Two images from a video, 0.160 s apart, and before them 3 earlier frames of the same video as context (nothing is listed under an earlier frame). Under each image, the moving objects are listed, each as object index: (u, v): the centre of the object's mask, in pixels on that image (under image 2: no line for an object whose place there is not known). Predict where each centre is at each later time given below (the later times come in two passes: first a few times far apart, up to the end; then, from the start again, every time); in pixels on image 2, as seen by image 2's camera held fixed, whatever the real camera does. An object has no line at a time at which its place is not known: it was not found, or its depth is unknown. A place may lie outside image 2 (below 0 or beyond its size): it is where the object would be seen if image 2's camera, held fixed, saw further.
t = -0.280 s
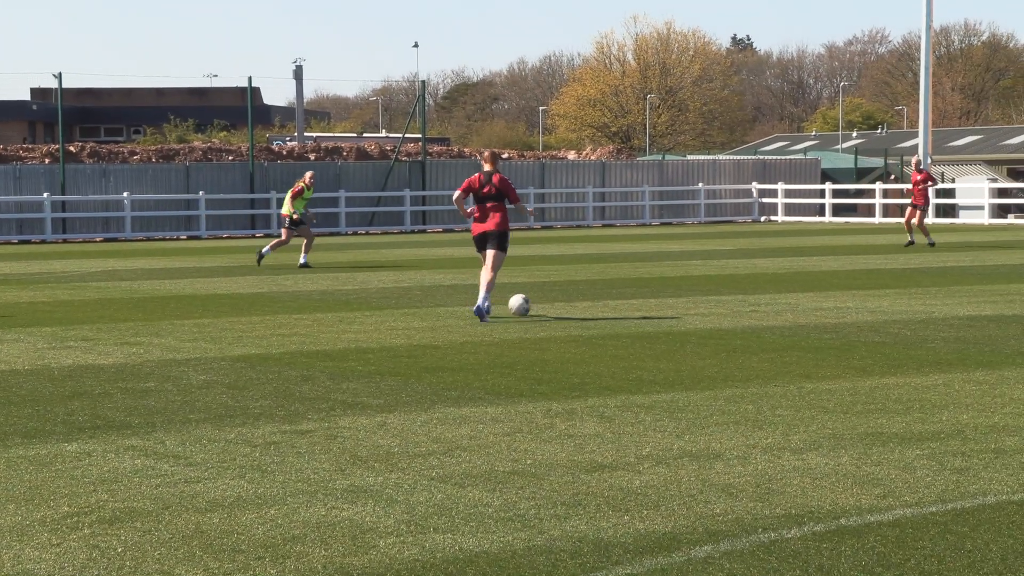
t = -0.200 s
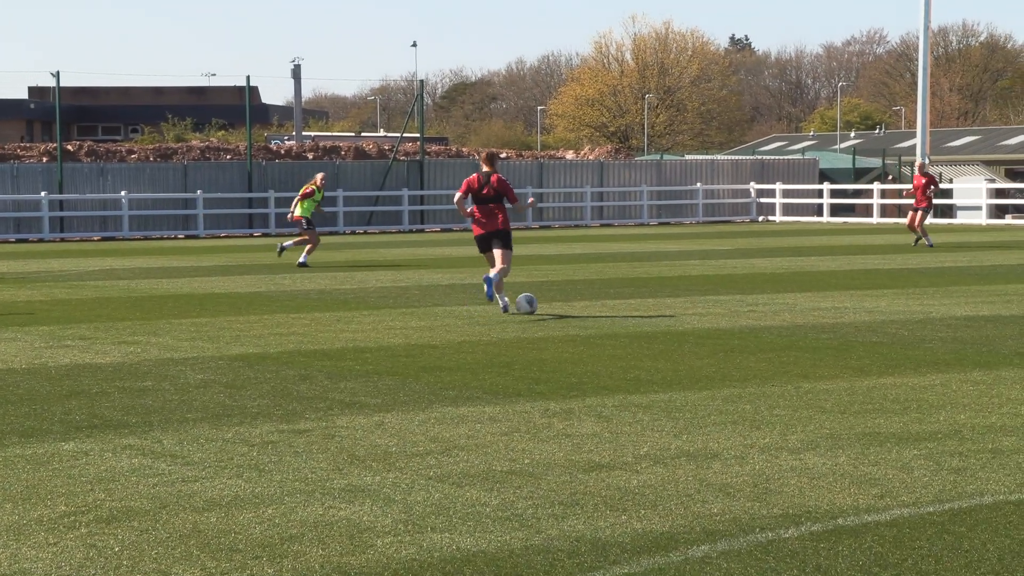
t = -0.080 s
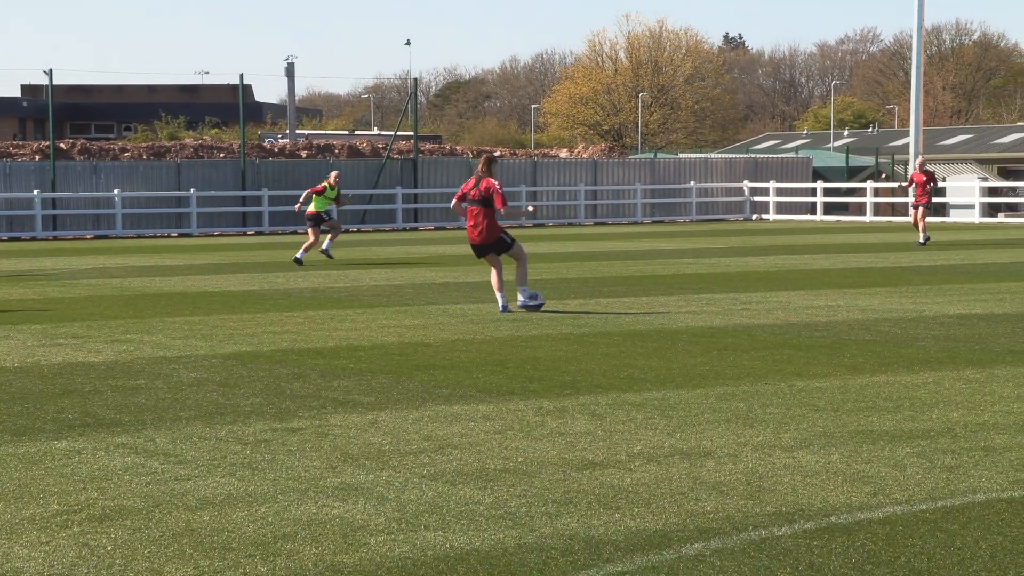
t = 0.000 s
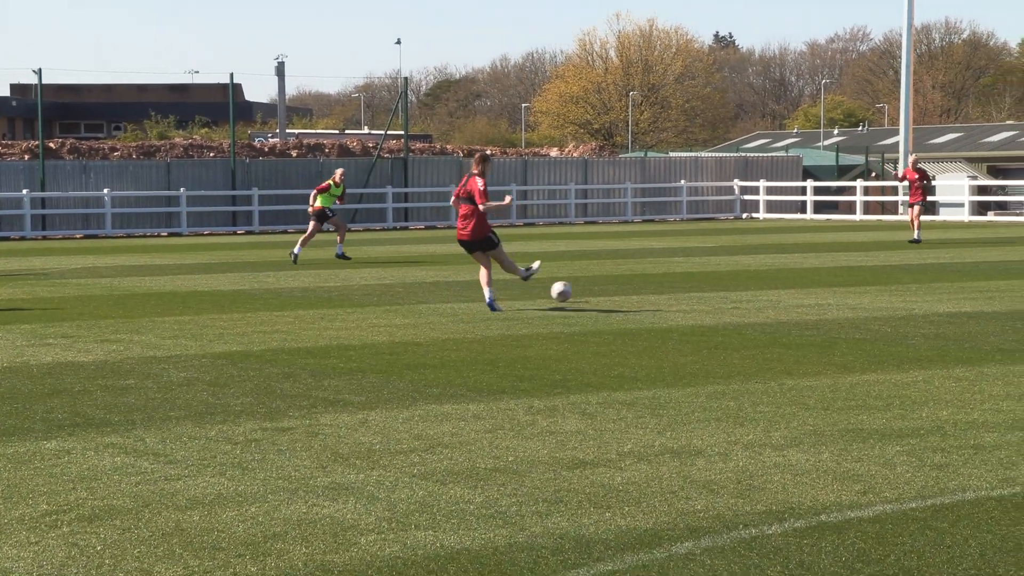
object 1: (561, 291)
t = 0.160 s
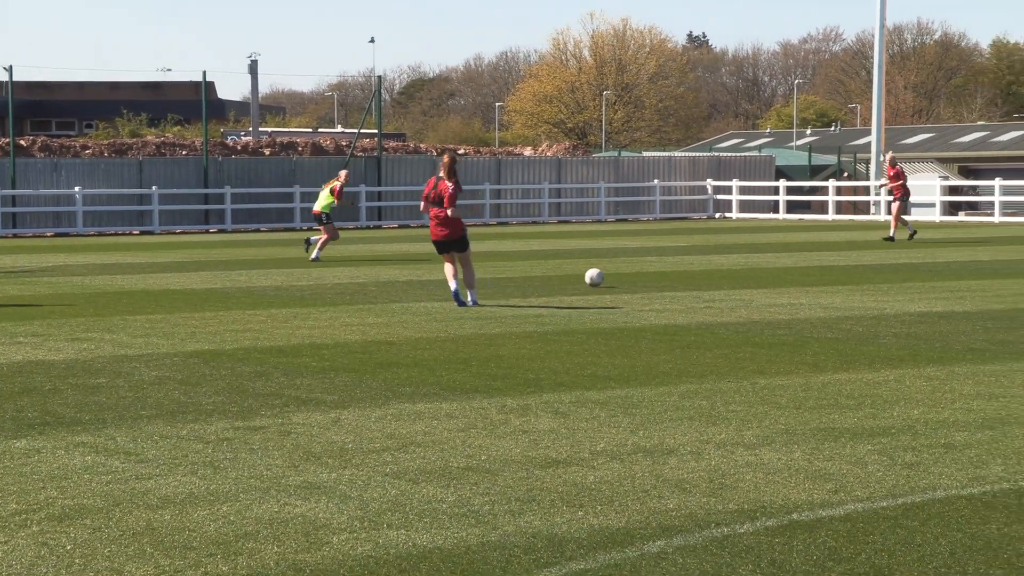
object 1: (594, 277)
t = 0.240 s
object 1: (616, 274)
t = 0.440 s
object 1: (652, 264)
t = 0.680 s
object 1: (677, 254)
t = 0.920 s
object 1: (692, 250)
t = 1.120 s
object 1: (697, 246)
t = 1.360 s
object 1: (698, 243)
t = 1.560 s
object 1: (698, 240)
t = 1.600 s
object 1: (697, 240)
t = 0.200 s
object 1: (605, 275)
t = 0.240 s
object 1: (616, 274)
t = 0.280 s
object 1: (624, 270)
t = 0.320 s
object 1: (632, 266)
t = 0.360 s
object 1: (640, 264)
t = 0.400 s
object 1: (646, 264)
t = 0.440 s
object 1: (652, 264)
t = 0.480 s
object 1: (658, 261)
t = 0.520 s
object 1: (662, 259)
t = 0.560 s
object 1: (666, 258)
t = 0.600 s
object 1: (671, 258)
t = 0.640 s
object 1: (674, 256)
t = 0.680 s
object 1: (677, 254)
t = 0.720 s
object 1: (680, 253)
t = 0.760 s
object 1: (683, 253)
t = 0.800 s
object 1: (686, 252)
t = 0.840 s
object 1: (688, 251)
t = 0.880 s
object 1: (690, 250)
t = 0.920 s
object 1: (692, 250)
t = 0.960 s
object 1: (694, 249)
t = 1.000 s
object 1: (695, 248)
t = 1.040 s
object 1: (696, 247)
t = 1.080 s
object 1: (697, 247)
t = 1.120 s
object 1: (697, 246)
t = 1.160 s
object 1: (698, 245)
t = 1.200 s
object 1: (698, 245)
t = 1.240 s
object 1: (698, 244)
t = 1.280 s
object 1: (699, 243)
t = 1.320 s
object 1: (698, 243)
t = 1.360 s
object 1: (698, 243)
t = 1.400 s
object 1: (698, 242)
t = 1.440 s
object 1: (698, 241)
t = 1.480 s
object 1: (698, 241)
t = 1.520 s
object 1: (698, 240)
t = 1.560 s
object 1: (698, 240)
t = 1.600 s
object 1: (697, 240)
